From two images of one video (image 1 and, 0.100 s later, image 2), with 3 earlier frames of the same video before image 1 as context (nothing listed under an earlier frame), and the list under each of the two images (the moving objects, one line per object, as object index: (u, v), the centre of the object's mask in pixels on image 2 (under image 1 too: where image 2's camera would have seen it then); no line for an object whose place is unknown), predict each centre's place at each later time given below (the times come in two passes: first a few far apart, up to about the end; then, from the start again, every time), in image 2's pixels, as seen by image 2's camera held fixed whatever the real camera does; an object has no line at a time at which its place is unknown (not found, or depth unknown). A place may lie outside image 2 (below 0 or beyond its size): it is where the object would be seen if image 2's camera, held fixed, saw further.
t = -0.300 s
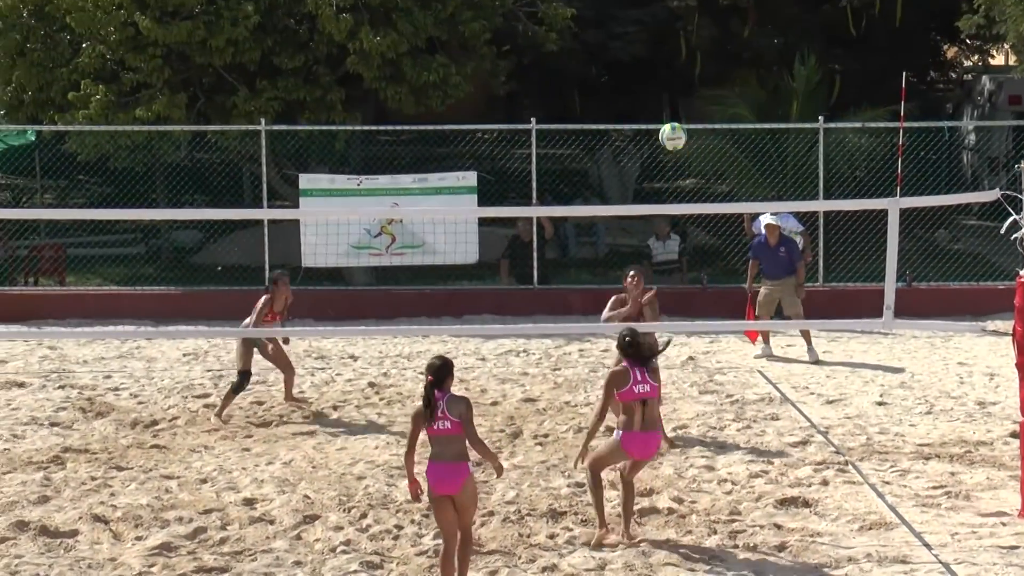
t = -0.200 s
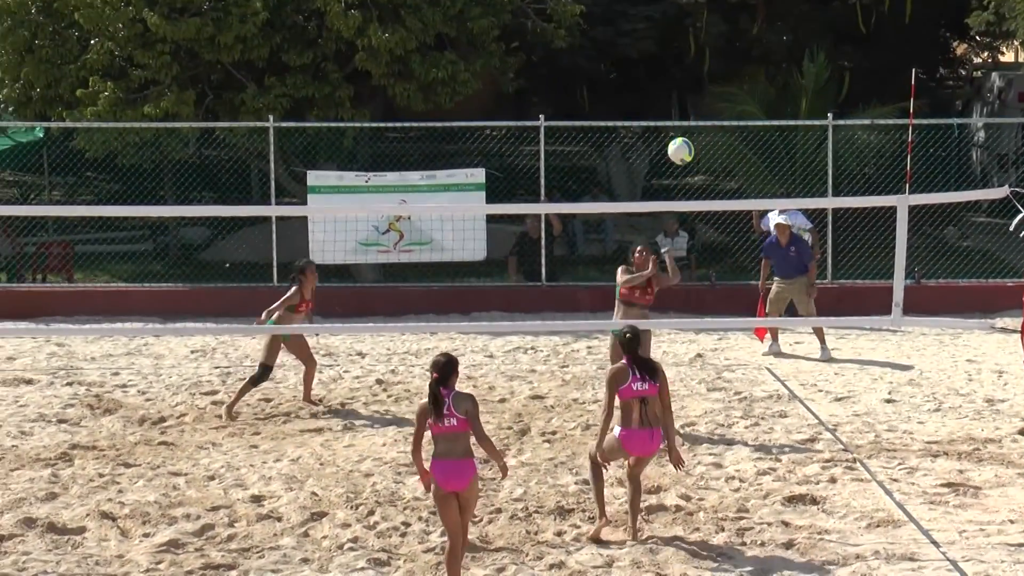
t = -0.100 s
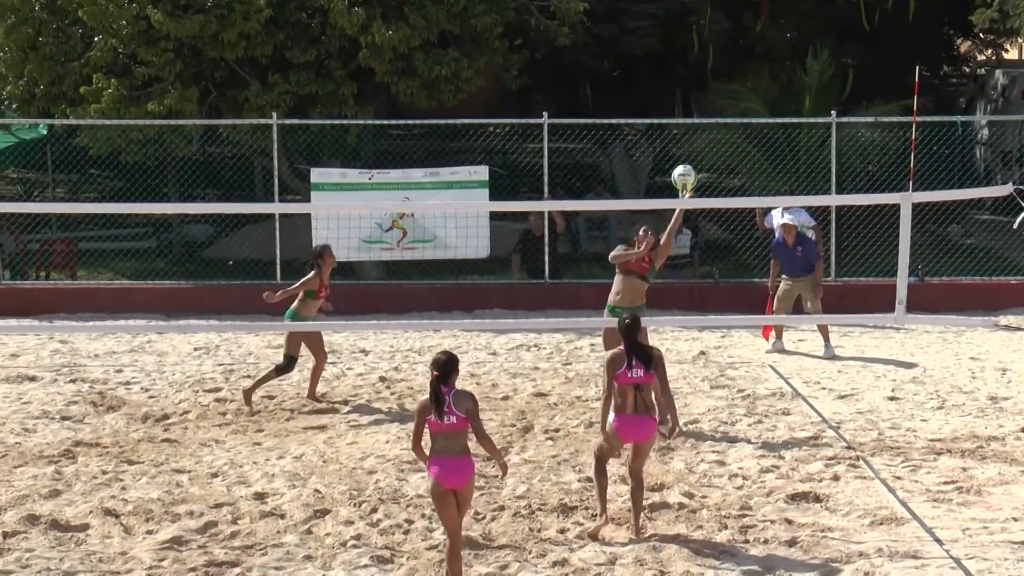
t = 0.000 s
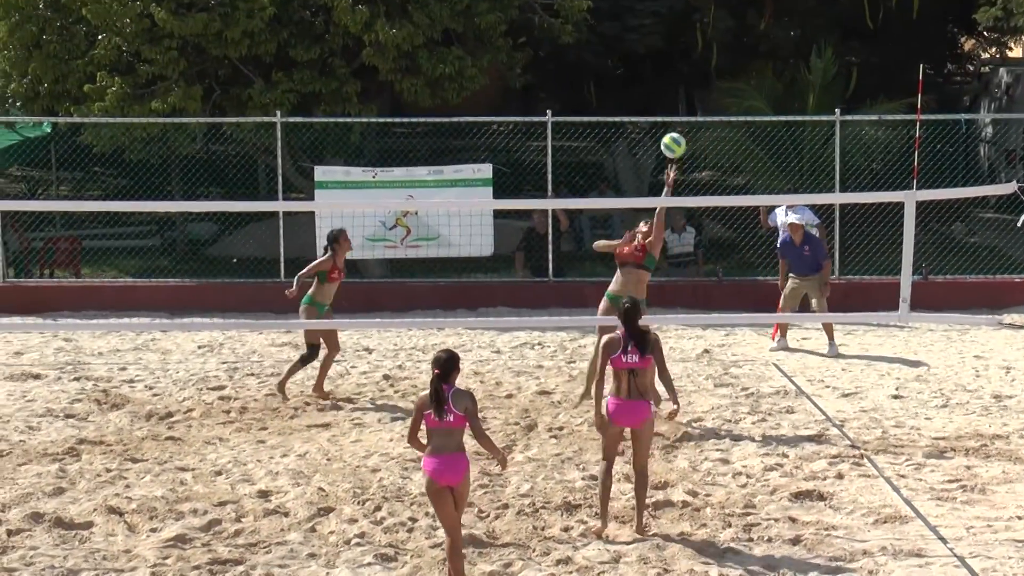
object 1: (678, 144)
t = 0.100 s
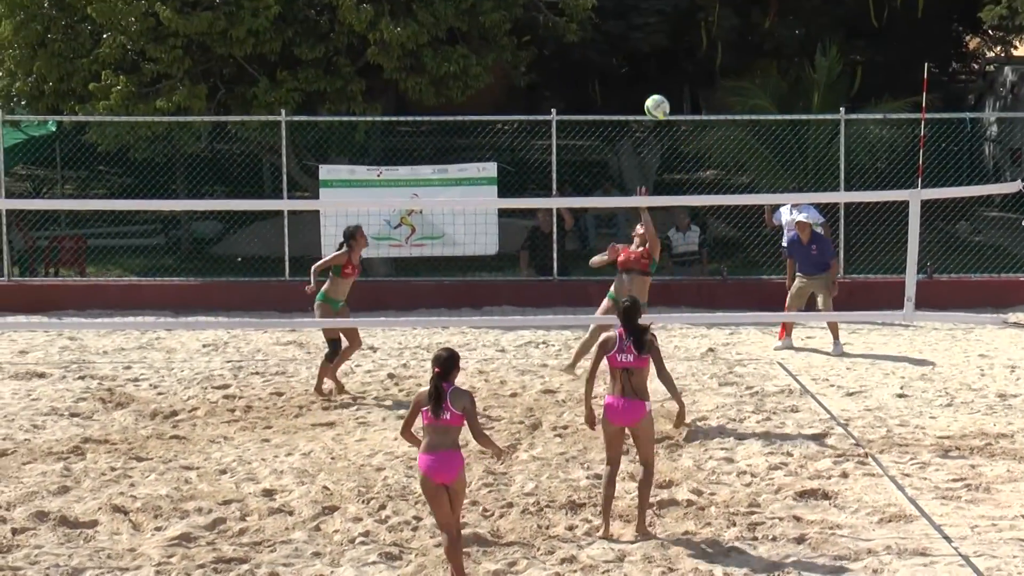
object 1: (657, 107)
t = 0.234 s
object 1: (629, 75)
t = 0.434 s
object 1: (588, 63)
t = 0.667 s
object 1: (545, 103)
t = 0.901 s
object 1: (504, 192)
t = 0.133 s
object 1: (650, 97)
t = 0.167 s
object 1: (642, 89)
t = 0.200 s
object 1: (635, 81)
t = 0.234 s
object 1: (629, 75)
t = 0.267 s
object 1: (622, 69)
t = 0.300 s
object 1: (615, 66)
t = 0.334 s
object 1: (609, 64)
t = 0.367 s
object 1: (602, 62)
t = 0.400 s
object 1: (595, 62)
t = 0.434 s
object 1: (588, 63)
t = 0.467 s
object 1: (582, 65)
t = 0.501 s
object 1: (576, 69)
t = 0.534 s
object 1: (570, 73)
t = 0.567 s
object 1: (563, 79)
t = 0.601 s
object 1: (557, 86)
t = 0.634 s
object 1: (551, 94)
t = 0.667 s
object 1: (545, 103)
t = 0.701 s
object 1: (539, 113)
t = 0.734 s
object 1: (533, 125)
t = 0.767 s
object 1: (527, 137)
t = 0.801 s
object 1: (521, 150)
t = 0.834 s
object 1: (515, 164)
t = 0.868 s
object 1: (509, 180)
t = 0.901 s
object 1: (504, 192)
